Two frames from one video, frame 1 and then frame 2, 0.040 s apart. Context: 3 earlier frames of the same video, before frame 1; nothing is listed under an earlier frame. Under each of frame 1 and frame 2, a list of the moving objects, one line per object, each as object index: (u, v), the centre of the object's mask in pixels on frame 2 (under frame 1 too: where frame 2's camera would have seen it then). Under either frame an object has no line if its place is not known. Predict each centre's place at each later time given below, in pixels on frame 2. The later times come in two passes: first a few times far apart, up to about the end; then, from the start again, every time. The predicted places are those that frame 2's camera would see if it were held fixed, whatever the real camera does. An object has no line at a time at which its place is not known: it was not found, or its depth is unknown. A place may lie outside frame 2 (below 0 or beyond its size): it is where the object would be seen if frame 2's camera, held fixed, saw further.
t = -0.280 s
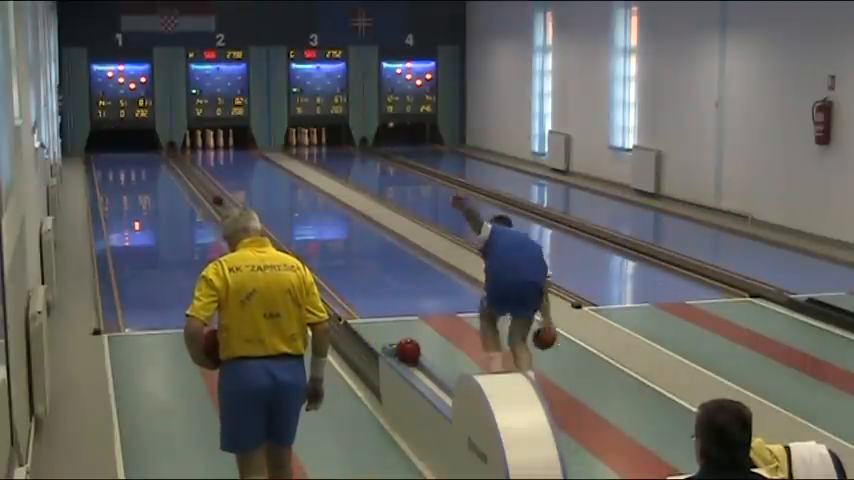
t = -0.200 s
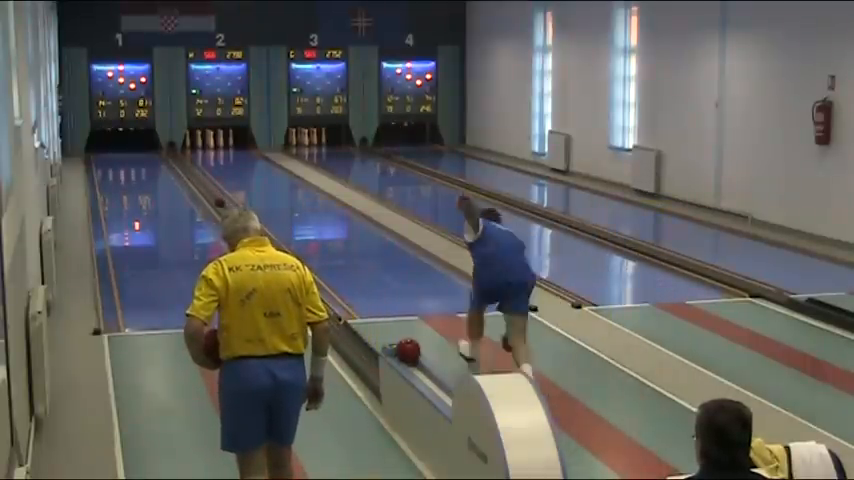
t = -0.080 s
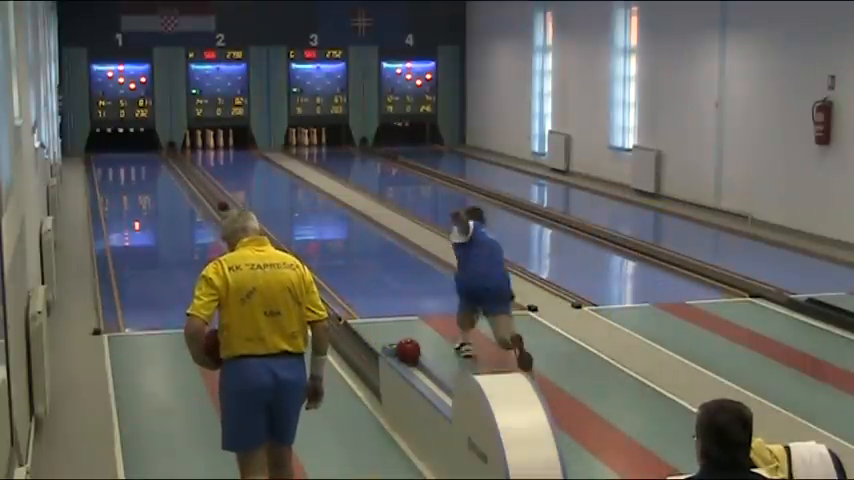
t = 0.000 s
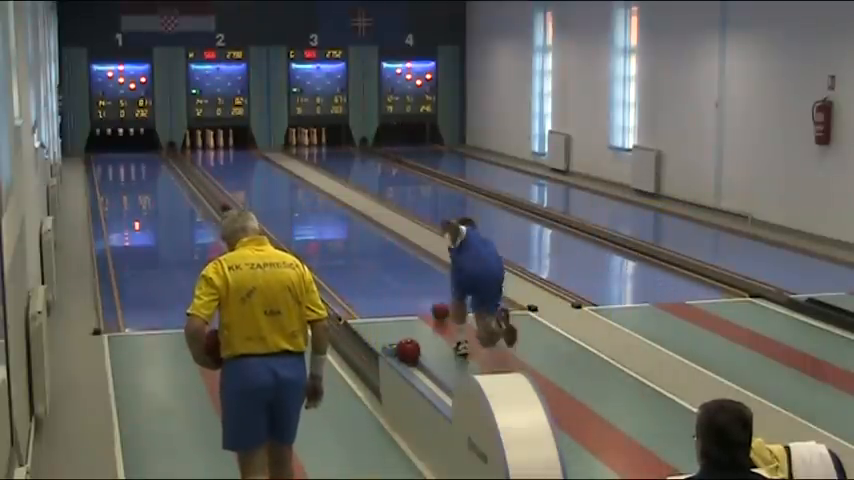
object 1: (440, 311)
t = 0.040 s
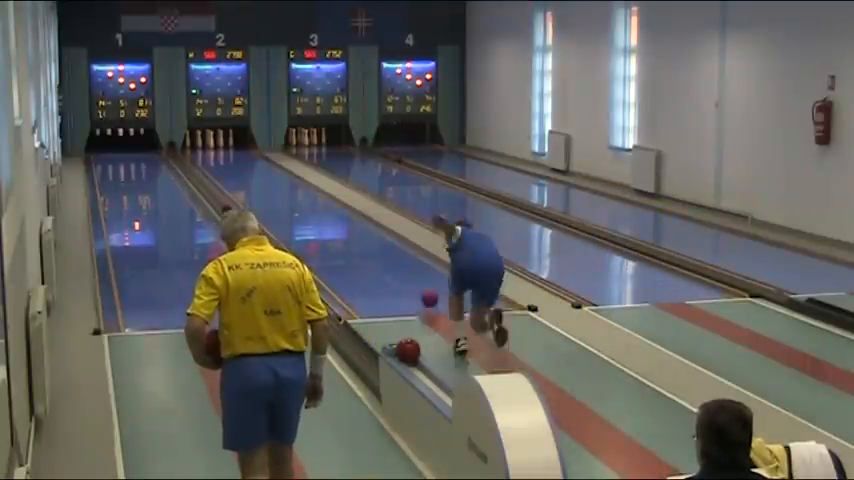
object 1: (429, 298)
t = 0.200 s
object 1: (391, 275)
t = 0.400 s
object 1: (354, 248)
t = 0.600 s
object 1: (325, 226)
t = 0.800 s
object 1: (303, 210)
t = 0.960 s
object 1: (288, 199)
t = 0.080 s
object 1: (419, 290)
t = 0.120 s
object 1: (409, 283)
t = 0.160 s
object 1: (400, 278)
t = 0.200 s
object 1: (391, 275)
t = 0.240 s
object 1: (383, 269)
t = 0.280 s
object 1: (376, 262)
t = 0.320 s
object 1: (368, 257)
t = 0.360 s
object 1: (361, 252)
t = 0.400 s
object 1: (354, 248)
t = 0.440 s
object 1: (348, 243)
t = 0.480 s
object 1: (342, 238)
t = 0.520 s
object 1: (336, 234)
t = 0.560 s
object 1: (331, 230)
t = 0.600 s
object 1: (325, 226)
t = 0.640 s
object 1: (320, 223)
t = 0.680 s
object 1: (316, 219)
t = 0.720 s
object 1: (311, 216)
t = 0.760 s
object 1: (307, 213)
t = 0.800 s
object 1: (303, 210)
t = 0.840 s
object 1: (298, 206)
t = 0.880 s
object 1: (295, 204)
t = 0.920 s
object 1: (292, 201)
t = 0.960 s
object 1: (288, 199)
